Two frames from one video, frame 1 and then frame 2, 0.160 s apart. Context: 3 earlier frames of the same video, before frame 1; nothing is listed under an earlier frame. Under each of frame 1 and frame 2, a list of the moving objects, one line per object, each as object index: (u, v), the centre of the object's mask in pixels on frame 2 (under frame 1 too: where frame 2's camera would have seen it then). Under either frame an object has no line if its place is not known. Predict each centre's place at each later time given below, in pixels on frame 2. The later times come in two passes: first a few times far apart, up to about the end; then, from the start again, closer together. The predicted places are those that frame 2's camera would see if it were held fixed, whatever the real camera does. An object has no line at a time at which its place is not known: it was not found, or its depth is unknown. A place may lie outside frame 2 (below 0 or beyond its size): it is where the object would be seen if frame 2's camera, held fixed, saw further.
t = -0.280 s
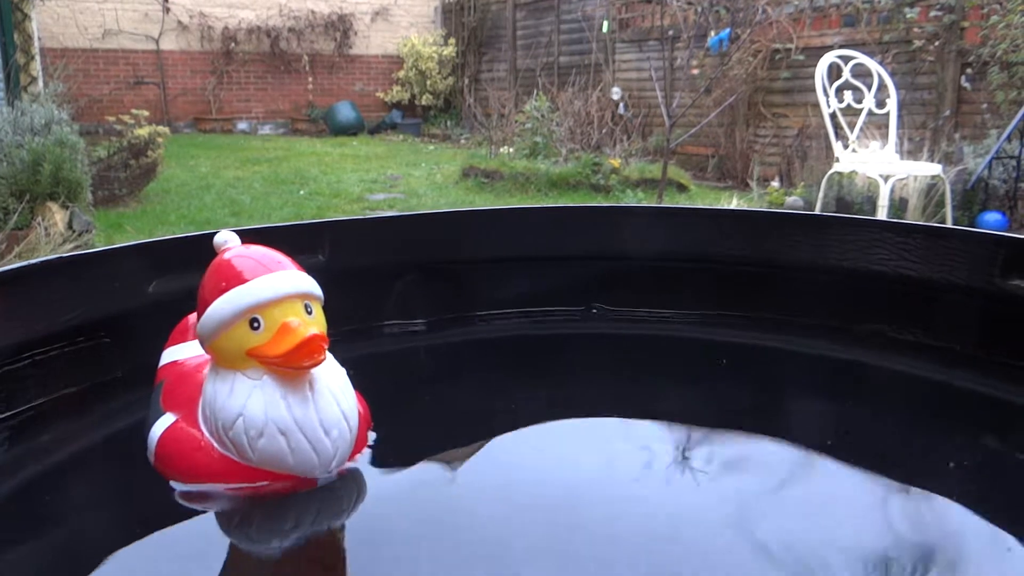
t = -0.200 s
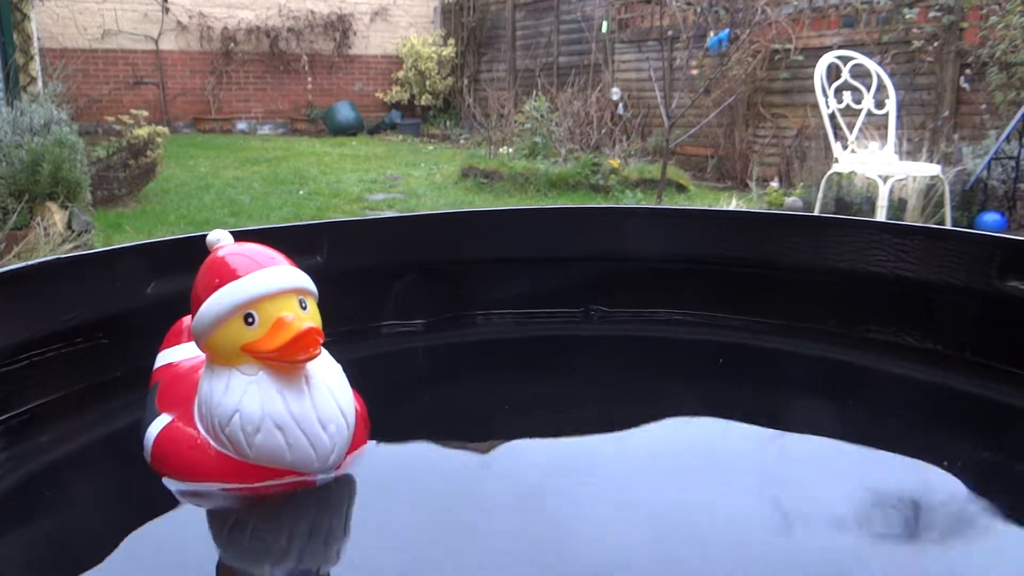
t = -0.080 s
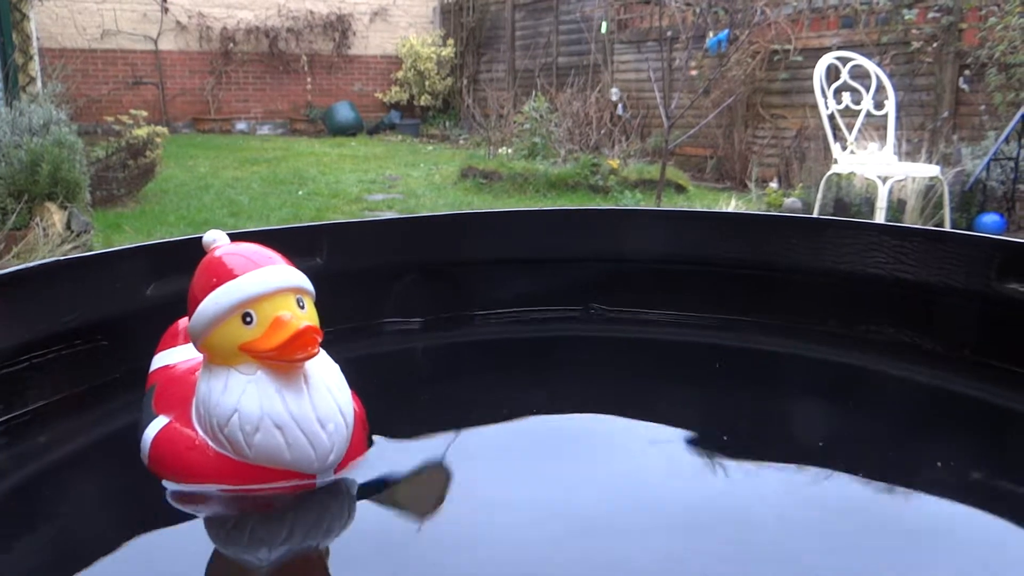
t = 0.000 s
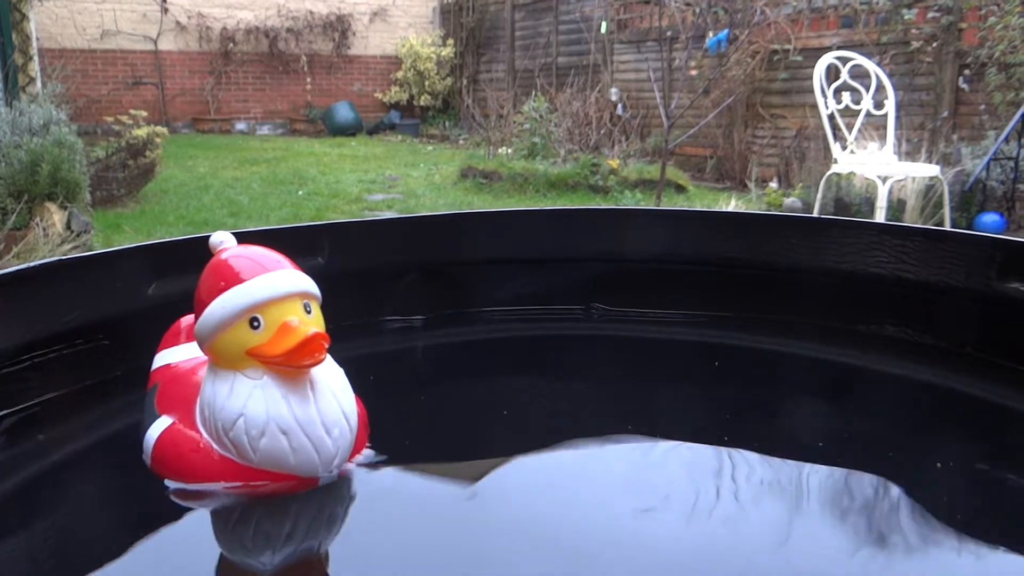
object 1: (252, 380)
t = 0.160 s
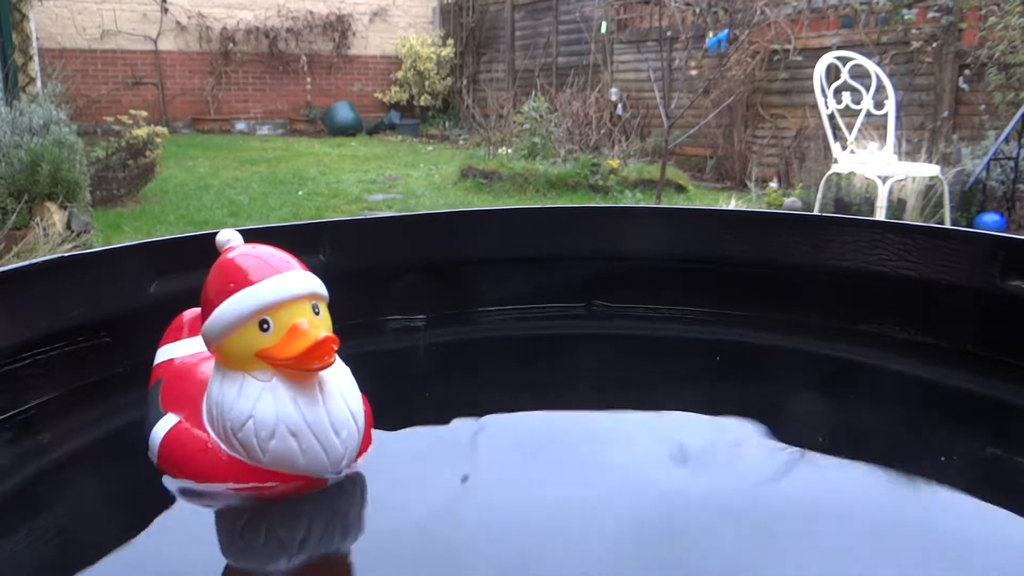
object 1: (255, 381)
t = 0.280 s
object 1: (259, 381)
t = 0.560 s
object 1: (260, 384)
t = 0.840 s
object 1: (261, 383)
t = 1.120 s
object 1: (264, 387)
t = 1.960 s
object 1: (268, 391)
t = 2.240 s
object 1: (264, 392)
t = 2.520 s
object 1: (262, 389)
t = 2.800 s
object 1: (267, 395)
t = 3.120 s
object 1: (267, 396)
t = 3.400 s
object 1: (269, 395)
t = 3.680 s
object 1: (279, 401)
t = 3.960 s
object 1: (279, 400)
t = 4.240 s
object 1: (279, 399)
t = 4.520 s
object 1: (288, 402)
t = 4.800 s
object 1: (285, 400)
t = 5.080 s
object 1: (288, 397)
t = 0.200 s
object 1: (257, 380)
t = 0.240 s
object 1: (258, 380)
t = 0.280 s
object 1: (259, 381)
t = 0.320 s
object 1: (261, 382)
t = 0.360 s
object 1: (262, 384)
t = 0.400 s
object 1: (263, 385)
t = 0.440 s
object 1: (263, 385)
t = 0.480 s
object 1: (263, 386)
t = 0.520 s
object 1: (261, 385)
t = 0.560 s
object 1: (260, 384)
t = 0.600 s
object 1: (259, 384)
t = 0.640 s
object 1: (258, 383)
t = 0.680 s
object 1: (257, 382)
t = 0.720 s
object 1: (258, 382)
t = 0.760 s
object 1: (259, 382)
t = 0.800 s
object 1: (260, 382)
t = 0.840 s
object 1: (261, 383)
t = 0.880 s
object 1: (261, 383)
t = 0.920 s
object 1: (261, 384)
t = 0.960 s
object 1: (261, 385)
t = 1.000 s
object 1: (261, 384)
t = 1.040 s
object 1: (262, 385)
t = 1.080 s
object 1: (263, 385)
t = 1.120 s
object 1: (264, 387)
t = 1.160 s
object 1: (265, 388)
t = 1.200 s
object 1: (267, 390)
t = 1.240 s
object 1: (268, 390)
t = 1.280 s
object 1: (267, 390)
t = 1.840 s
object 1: (264, 388)
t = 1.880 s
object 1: (265, 388)
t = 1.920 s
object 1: (267, 388)
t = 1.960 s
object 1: (268, 391)
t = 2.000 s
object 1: (269, 392)
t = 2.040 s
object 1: (269, 393)
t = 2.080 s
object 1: (268, 393)
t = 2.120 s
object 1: (268, 393)
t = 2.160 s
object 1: (266, 392)
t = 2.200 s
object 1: (264, 392)
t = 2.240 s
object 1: (264, 392)
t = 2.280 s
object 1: (263, 392)
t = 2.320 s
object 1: (263, 392)
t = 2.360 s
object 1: (262, 391)
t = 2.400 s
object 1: (262, 390)
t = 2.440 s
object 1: (262, 389)
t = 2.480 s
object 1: (262, 389)
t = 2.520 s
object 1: (262, 389)
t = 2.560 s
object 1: (263, 390)
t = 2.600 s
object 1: (264, 392)
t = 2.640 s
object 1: (265, 393)
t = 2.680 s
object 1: (267, 394)
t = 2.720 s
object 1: (266, 395)
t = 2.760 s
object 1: (266, 395)
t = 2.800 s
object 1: (267, 395)
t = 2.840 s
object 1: (267, 396)
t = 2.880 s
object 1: (268, 396)
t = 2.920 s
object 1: (268, 397)
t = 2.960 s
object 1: (268, 397)
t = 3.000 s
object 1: (268, 397)
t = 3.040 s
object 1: (267, 396)
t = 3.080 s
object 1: (267, 396)
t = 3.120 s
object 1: (267, 396)
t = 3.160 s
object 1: (268, 395)
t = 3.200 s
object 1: (268, 395)
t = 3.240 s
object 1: (268, 396)
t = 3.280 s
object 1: (268, 396)
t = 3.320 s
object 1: (268, 395)
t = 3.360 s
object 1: (269, 395)
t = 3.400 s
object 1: (269, 395)
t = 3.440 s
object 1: (270, 396)
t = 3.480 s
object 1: (272, 396)
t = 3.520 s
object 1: (275, 398)
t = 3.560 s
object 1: (277, 398)
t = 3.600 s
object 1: (278, 400)
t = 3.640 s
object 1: (279, 400)
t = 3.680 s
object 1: (279, 401)
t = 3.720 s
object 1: (280, 401)
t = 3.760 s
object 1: (281, 401)
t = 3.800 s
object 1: (281, 401)
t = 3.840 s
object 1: (281, 401)
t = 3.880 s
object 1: (280, 402)
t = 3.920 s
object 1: (280, 401)
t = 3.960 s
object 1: (279, 400)
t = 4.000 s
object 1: (278, 399)
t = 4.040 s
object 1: (277, 397)
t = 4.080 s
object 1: (277, 396)
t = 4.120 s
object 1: (277, 396)
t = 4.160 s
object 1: (277, 397)
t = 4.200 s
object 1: (278, 398)
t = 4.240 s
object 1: (279, 399)
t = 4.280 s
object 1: (279, 400)
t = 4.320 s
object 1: (280, 400)
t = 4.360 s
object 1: (281, 401)
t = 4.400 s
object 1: (283, 401)
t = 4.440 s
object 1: (285, 402)
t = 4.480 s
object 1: (286, 401)
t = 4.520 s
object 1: (288, 402)
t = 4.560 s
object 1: (289, 402)
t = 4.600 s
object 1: (289, 401)
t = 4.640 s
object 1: (289, 400)
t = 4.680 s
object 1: (288, 400)
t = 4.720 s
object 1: (288, 400)
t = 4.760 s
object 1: (286, 401)
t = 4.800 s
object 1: (285, 400)
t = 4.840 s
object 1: (284, 399)
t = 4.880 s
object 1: (285, 398)
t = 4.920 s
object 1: (285, 398)
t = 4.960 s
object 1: (285, 397)
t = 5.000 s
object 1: (285, 397)
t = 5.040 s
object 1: (285, 397)
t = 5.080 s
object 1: (288, 397)
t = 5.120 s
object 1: (288, 397)
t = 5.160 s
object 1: (290, 398)
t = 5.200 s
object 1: (292, 398)
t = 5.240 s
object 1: (293, 400)
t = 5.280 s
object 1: (294, 401)
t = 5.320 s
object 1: (294, 403)
